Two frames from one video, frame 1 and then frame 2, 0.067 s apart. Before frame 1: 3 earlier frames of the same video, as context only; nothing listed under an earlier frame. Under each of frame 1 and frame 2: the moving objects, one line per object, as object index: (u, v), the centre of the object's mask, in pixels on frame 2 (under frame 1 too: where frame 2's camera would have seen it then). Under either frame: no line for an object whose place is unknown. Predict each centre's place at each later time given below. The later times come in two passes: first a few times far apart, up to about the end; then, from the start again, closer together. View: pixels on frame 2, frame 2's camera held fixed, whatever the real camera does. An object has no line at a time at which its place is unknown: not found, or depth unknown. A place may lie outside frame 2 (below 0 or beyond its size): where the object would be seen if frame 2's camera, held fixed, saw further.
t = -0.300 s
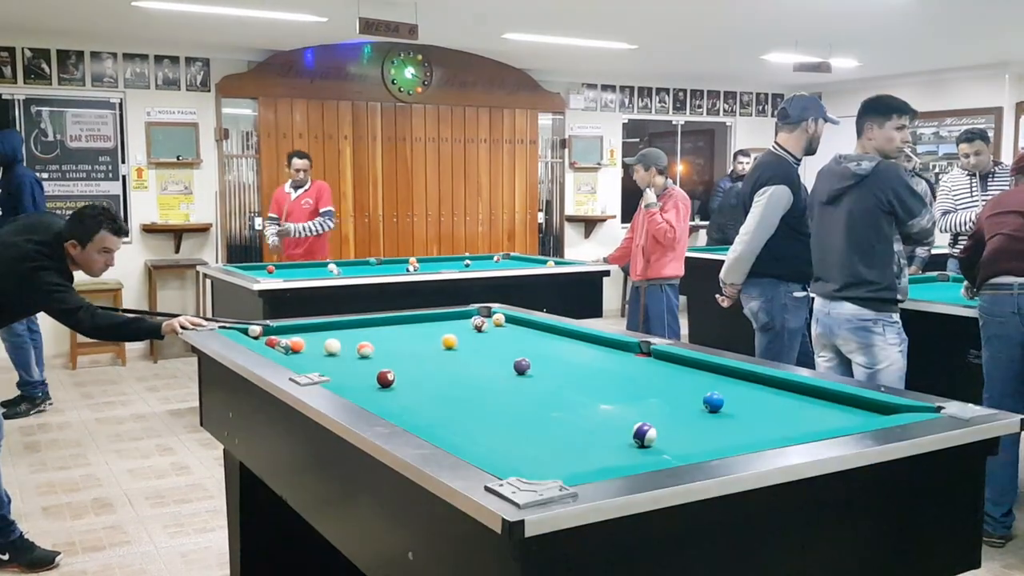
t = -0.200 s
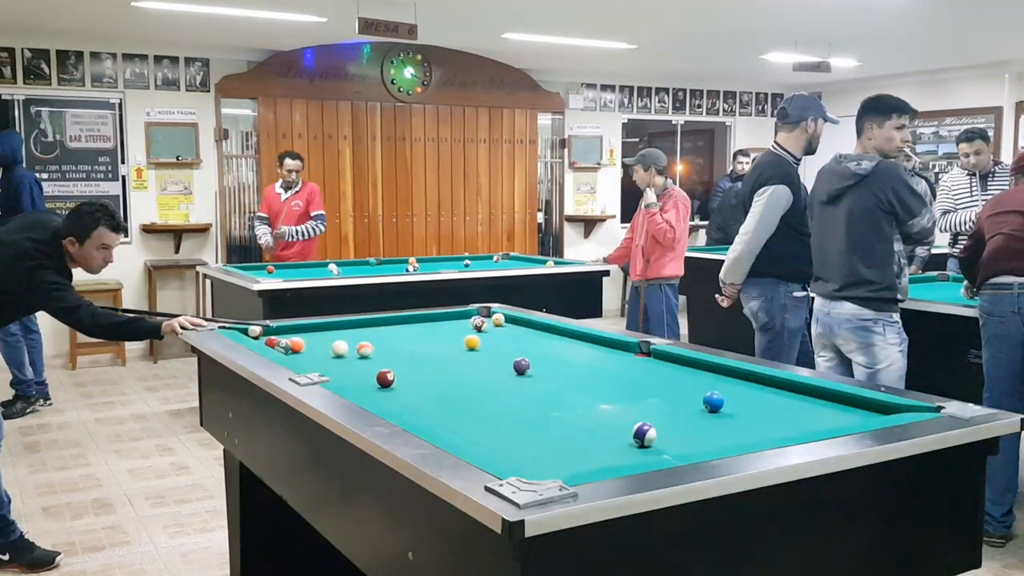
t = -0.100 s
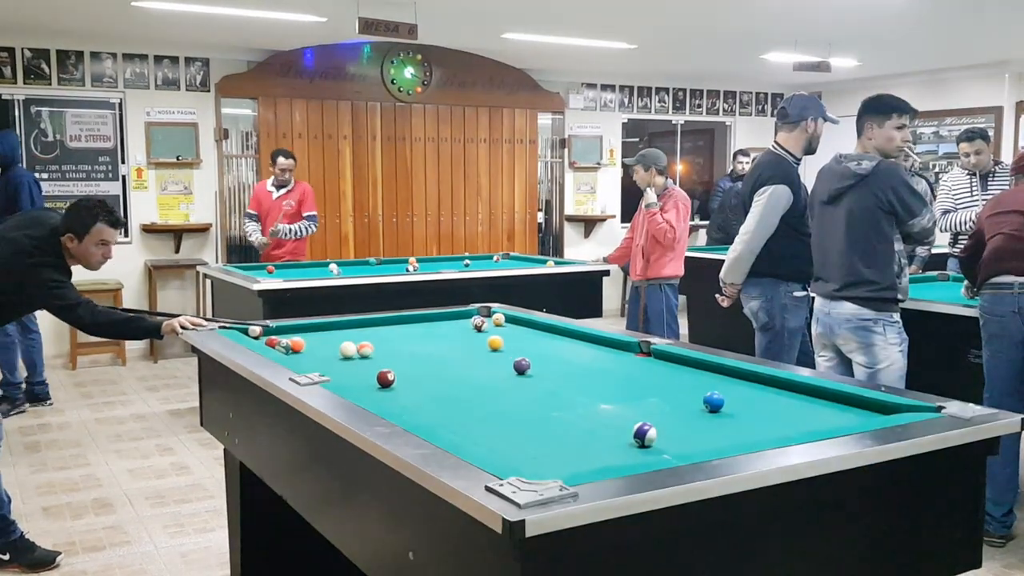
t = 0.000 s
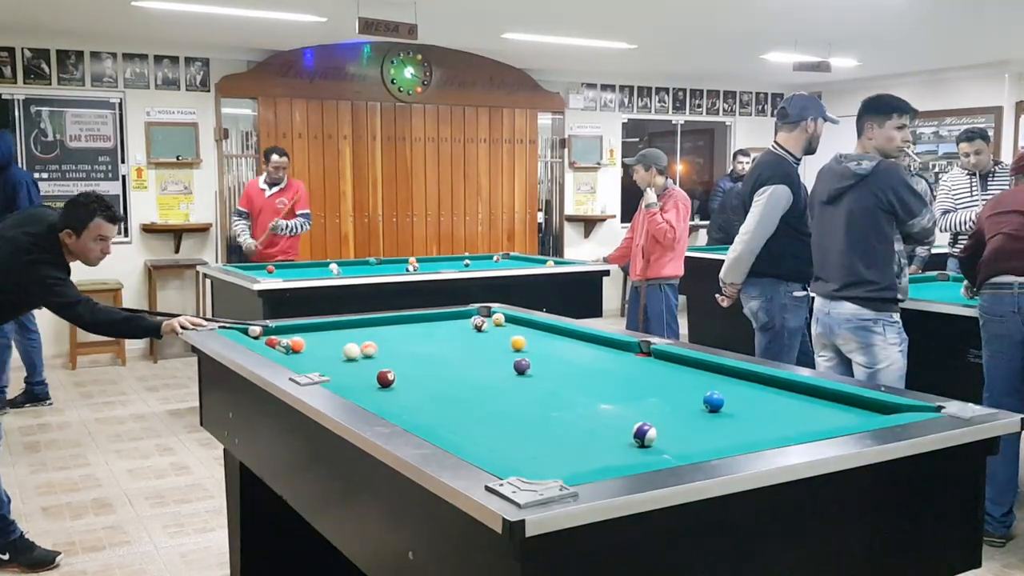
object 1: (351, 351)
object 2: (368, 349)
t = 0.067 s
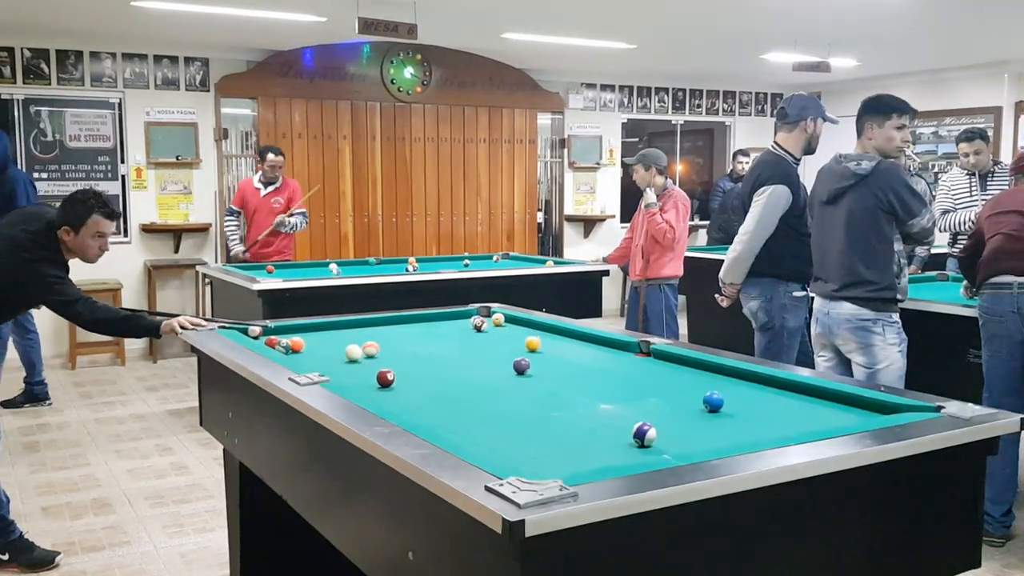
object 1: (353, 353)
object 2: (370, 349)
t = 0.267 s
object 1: (360, 356)
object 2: (376, 348)
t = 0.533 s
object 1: (368, 361)
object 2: (382, 347)
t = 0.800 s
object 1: (375, 365)
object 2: (386, 347)
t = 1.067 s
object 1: (381, 366)
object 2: (389, 347)
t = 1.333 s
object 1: (391, 367)
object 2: (389, 347)
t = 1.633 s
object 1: (403, 375)
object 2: (388, 347)
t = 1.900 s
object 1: (411, 376)
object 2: (389, 347)
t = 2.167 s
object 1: (417, 377)
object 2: (389, 347)
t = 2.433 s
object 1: (421, 377)
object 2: (389, 347)
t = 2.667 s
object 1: (422, 377)
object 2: (389, 347)
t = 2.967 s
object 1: (421, 378)
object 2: (389, 347)
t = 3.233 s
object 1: (421, 377)
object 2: (388, 347)
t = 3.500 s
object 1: (421, 377)
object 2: (389, 347)
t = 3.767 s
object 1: (421, 377)
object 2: (388, 347)
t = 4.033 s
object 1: (421, 377)
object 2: (388, 347)
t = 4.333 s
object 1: (421, 377)
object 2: (388, 347)
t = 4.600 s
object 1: (421, 377)
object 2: (388, 347)
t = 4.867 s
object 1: (421, 377)
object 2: (388, 348)
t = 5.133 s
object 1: (421, 377)
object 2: (388, 346)
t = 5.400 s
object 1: (421, 377)
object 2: (388, 347)
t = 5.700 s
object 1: (421, 377)
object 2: (388, 347)
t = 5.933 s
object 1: (421, 377)
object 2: (388, 346)
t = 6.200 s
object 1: (421, 377)
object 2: (388, 346)
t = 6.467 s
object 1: (421, 377)
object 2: (388, 346)
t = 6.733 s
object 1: (421, 377)
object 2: (388, 346)
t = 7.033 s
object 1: (421, 377)
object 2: (388, 347)
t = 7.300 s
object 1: (421, 377)
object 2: (388, 347)
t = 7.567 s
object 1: (421, 377)
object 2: (388, 346)
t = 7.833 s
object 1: (421, 377)
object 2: (388, 346)
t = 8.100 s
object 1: (421, 377)
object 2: (388, 346)
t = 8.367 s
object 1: (421, 377)
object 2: (388, 347)
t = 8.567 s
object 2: (388, 346)
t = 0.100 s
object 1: (354, 353)
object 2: (371, 349)
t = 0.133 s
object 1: (356, 354)
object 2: (372, 349)
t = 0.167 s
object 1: (356, 354)
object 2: (373, 349)
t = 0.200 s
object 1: (358, 355)
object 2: (374, 348)
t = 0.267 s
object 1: (360, 356)
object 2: (376, 348)
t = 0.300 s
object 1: (361, 357)
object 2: (377, 348)
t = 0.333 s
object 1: (362, 357)
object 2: (377, 348)
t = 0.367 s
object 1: (363, 358)
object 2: (378, 348)
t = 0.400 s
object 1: (364, 358)
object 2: (379, 347)
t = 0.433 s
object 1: (365, 359)
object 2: (380, 347)
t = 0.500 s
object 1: (366, 360)
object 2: (381, 347)
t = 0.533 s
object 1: (368, 361)
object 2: (382, 347)
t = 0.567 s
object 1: (368, 361)
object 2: (383, 347)
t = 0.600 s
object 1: (370, 362)
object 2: (383, 347)
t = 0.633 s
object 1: (370, 362)
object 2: (384, 347)
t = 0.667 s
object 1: (371, 363)
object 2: (385, 347)
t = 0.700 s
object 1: (372, 363)
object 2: (385, 347)
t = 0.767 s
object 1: (375, 364)
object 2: (386, 347)
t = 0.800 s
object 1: (375, 365)
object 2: (386, 347)
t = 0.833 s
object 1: (377, 365)
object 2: (387, 347)
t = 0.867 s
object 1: (377, 365)
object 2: (388, 347)
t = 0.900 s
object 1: (379, 365)
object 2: (388, 347)
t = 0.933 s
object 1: (380, 365)
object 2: (388, 347)
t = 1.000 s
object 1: (378, 366)
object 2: (388, 347)
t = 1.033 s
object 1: (380, 366)
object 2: (388, 347)
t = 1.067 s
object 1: (381, 366)
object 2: (389, 347)
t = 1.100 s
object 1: (383, 366)
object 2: (389, 347)
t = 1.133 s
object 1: (384, 366)
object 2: (388, 347)
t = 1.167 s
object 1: (386, 366)
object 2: (389, 347)
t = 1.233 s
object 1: (388, 367)
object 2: (389, 347)
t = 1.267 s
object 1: (389, 367)
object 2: (388, 347)
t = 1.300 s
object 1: (390, 367)
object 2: (388, 347)
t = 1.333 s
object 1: (391, 367)
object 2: (389, 347)
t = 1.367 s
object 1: (391, 368)
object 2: (389, 347)
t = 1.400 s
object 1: (394, 370)
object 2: (389, 347)
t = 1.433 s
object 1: (395, 371)
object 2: (388, 347)
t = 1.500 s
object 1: (399, 374)
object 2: (388, 347)
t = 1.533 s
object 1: (400, 374)
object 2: (388, 347)
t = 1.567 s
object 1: (401, 374)
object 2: (388, 347)
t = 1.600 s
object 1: (402, 374)
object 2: (388, 347)
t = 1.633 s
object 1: (403, 375)
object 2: (388, 347)
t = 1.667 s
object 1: (404, 375)
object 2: (388, 347)
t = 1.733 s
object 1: (406, 375)
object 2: (389, 347)
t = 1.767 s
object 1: (407, 375)
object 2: (389, 347)
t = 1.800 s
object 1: (408, 376)
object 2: (388, 347)
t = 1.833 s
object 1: (409, 376)
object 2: (388, 347)
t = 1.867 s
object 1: (410, 376)
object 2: (389, 347)
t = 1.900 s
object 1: (411, 376)
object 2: (389, 347)
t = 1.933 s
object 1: (412, 376)
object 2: (389, 347)
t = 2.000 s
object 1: (414, 376)
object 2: (389, 347)
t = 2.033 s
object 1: (414, 376)
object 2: (389, 347)
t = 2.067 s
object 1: (415, 376)
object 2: (389, 347)
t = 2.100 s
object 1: (416, 376)
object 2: (388, 347)
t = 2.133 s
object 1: (416, 377)
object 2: (389, 347)
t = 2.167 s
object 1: (417, 377)
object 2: (389, 347)
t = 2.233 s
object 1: (418, 377)
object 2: (389, 347)
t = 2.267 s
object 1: (419, 377)
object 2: (389, 347)
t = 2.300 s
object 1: (419, 377)
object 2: (389, 347)
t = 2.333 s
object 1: (420, 377)
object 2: (389, 347)
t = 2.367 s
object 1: (420, 377)
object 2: (389, 347)
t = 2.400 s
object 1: (420, 377)
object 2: (389, 347)
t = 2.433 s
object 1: (421, 377)
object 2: (389, 347)
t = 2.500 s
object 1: (421, 377)
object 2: (389, 347)
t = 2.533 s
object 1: (421, 377)
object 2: (389, 347)
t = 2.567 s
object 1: (421, 377)
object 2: (389, 347)
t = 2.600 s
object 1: (422, 377)
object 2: (389, 347)
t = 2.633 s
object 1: (422, 377)
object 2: (389, 347)
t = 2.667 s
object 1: (422, 377)
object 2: (389, 347)
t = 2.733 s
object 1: (421, 377)
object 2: (389, 347)
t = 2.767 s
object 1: (421, 377)
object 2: (389, 347)
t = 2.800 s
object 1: (421, 377)
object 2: (389, 347)
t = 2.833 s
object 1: (421, 377)
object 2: (389, 347)
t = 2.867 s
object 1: (421, 377)
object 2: (389, 347)
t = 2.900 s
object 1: (421, 378)
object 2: (389, 347)
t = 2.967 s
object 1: (421, 378)
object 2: (389, 347)
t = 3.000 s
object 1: (421, 377)
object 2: (388, 347)
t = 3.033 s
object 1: (421, 377)
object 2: (389, 347)
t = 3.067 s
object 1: (421, 377)
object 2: (388, 347)
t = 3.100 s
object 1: (421, 377)
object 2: (388, 347)
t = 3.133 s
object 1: (421, 377)
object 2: (388, 347)
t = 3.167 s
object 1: (421, 377)
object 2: (388, 347)
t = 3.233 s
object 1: (421, 377)
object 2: (388, 347)
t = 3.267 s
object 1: (421, 377)
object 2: (388, 347)
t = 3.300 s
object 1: (421, 378)
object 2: (389, 347)
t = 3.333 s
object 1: (421, 378)
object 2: (388, 347)
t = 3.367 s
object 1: (421, 378)
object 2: (389, 347)
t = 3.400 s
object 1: (421, 377)
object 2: (389, 347)
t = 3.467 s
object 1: (421, 377)
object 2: (389, 347)
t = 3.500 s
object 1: (421, 377)
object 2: (389, 347)
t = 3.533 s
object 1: (421, 378)
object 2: (389, 347)
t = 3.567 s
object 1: (421, 377)
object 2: (388, 347)
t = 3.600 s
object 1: (421, 377)
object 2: (388, 347)
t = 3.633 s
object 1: (421, 377)
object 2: (389, 347)
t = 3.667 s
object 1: (421, 377)
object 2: (389, 347)
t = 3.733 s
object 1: (421, 377)
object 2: (388, 347)
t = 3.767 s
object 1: (421, 377)
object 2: (388, 347)
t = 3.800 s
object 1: (421, 377)
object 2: (389, 347)
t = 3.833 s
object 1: (421, 377)
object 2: (388, 346)
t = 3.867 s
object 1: (421, 377)
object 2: (388, 347)
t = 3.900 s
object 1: (421, 377)
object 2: (388, 347)
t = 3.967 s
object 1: (421, 377)
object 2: (389, 347)
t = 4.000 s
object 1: (421, 377)
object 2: (388, 347)
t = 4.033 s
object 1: (421, 377)
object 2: (388, 347)
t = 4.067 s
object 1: (421, 377)
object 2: (388, 347)
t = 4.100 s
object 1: (421, 377)
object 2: (388, 347)
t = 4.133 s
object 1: (421, 377)
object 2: (388, 347)
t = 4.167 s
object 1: (421, 377)
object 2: (388, 347)
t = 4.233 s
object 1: (421, 377)
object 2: (388, 347)
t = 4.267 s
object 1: (421, 377)
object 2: (388, 347)
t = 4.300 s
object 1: (421, 377)
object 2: (388, 347)
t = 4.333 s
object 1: (421, 377)
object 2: (388, 347)
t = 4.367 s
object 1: (421, 377)
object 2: (388, 347)
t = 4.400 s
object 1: (421, 377)
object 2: (388, 347)
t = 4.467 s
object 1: (421, 377)
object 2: (388, 347)
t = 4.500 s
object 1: (421, 377)
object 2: (388, 347)
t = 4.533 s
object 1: (421, 377)
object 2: (388, 347)
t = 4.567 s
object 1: (421, 377)
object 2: (388, 347)
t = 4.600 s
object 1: (421, 377)
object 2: (388, 347)
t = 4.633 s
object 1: (421, 377)
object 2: (388, 346)
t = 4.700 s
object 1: (421, 377)
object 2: (388, 347)
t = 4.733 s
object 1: (421, 377)
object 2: (388, 347)
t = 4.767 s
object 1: (421, 377)
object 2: (388, 347)
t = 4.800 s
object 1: (421, 377)
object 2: (388, 347)
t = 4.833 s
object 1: (421, 377)
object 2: (388, 347)
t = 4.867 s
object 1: (421, 377)
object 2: (388, 348)
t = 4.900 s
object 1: (421, 378)
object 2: (389, 345)
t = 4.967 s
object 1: (421, 377)
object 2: (388, 346)
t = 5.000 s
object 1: (421, 377)
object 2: (388, 347)
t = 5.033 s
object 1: (421, 377)
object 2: (388, 347)
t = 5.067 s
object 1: (421, 377)
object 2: (388, 347)
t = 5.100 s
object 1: (421, 377)
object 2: (388, 347)
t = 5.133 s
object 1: (421, 377)
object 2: (388, 346)
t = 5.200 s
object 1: (421, 377)
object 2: (388, 347)
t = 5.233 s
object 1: (421, 377)
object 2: (388, 347)
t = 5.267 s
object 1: (421, 377)
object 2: (388, 347)
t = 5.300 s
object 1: (421, 377)
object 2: (388, 347)
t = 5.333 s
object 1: (421, 377)
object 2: (388, 347)
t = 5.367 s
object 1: (421, 377)
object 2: (388, 347)
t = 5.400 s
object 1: (421, 377)
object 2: (388, 347)
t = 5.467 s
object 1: (421, 377)
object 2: (388, 347)
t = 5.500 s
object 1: (421, 377)
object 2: (388, 347)
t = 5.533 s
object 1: (421, 377)
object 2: (388, 347)
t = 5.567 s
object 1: (421, 377)
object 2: (388, 347)
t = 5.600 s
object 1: (421, 377)
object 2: (388, 347)
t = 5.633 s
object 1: (421, 377)
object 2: (388, 347)
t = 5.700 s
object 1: (421, 377)
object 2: (388, 347)
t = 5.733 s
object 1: (421, 377)
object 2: (388, 347)
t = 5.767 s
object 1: (421, 377)
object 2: (388, 347)
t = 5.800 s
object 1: (421, 377)
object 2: (388, 347)
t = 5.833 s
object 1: (421, 377)
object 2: (389, 347)
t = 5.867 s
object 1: (421, 377)
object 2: (389, 347)
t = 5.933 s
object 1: (421, 377)
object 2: (388, 346)
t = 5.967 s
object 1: (421, 377)
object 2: (388, 347)
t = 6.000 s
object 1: (421, 377)
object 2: (389, 347)
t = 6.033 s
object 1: (421, 377)
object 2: (388, 347)
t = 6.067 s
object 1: (421, 377)
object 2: (388, 347)
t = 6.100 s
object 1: (421, 377)
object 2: (388, 346)
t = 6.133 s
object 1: (421, 377)
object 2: (389, 347)
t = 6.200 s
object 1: (421, 377)
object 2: (388, 346)
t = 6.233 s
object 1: (421, 377)
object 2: (388, 347)
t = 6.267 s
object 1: (421, 377)
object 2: (388, 346)
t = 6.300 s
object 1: (421, 377)
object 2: (388, 347)
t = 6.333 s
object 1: (421, 377)
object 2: (388, 346)
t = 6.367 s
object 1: (421, 377)
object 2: (388, 346)
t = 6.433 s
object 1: (421, 377)
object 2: (388, 346)
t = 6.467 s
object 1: (421, 377)
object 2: (388, 346)
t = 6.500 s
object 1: (421, 377)
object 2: (388, 347)
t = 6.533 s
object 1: (421, 377)
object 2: (388, 346)
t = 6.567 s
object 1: (421, 377)
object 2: (388, 346)
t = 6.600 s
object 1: (421, 377)
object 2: (388, 346)
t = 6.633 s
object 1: (421, 377)
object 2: (388, 347)
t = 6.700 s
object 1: (421, 377)
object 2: (388, 346)
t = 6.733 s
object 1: (421, 377)
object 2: (388, 346)
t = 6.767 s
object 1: (421, 377)
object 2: (388, 346)
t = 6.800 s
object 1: (421, 377)
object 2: (388, 347)
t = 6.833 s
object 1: (421, 377)
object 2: (388, 347)
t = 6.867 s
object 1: (421, 377)
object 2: (388, 347)
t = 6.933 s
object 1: (421, 377)
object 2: (388, 346)
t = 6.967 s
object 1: (421, 377)
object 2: (388, 346)
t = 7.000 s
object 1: (421, 377)
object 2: (388, 347)
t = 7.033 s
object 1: (421, 377)
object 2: (388, 347)
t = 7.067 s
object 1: (421, 377)
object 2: (388, 347)
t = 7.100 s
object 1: (421, 377)
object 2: (388, 347)
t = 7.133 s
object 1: (421, 377)
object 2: (388, 346)
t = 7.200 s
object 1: (421, 377)
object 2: (388, 346)
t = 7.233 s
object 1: (421, 377)
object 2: (388, 346)
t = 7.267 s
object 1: (421, 377)
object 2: (388, 347)
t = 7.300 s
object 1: (421, 377)
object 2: (388, 347)
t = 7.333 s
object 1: (421, 377)
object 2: (388, 346)
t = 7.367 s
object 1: (421, 377)
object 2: (388, 347)
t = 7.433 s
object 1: (421, 377)
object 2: (388, 346)
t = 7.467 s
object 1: (421, 377)
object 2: (388, 346)
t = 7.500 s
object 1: (421, 377)
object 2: (388, 346)
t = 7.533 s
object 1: (421, 377)
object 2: (388, 346)
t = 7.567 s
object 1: (421, 377)
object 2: (388, 346)
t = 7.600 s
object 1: (421, 377)
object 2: (388, 346)
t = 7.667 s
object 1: (421, 377)
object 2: (388, 346)
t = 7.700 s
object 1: (421, 377)
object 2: (388, 346)
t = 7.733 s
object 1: (421, 377)
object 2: (388, 346)
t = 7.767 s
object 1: (421, 377)
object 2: (388, 346)
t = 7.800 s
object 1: (421, 377)
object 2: (388, 346)
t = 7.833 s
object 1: (421, 377)
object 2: (388, 346)
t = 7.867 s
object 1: (421, 377)
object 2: (388, 346)
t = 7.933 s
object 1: (421, 377)
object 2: (388, 347)
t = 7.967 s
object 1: (421, 377)
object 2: (388, 346)
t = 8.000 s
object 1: (421, 377)
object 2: (388, 346)
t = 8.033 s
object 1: (421, 377)
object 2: (388, 346)
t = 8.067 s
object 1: (421, 377)
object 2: (388, 346)
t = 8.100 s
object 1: (421, 377)
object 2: (388, 346)
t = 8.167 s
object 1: (421, 377)
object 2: (388, 347)
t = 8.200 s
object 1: (421, 378)
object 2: (388, 346)
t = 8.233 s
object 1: (421, 377)
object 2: (389, 347)
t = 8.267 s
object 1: (421, 377)
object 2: (388, 346)
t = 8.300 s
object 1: (421, 377)
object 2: (388, 347)
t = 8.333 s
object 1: (421, 377)
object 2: (388, 346)
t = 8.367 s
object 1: (421, 377)
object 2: (388, 347)
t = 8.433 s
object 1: (421, 377)
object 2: (388, 346)
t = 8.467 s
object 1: (421, 377)
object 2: (388, 347)
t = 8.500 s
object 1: (421, 377)
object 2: (388, 347)
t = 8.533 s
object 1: (421, 377)
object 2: (388, 346)
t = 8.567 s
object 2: (388, 346)
